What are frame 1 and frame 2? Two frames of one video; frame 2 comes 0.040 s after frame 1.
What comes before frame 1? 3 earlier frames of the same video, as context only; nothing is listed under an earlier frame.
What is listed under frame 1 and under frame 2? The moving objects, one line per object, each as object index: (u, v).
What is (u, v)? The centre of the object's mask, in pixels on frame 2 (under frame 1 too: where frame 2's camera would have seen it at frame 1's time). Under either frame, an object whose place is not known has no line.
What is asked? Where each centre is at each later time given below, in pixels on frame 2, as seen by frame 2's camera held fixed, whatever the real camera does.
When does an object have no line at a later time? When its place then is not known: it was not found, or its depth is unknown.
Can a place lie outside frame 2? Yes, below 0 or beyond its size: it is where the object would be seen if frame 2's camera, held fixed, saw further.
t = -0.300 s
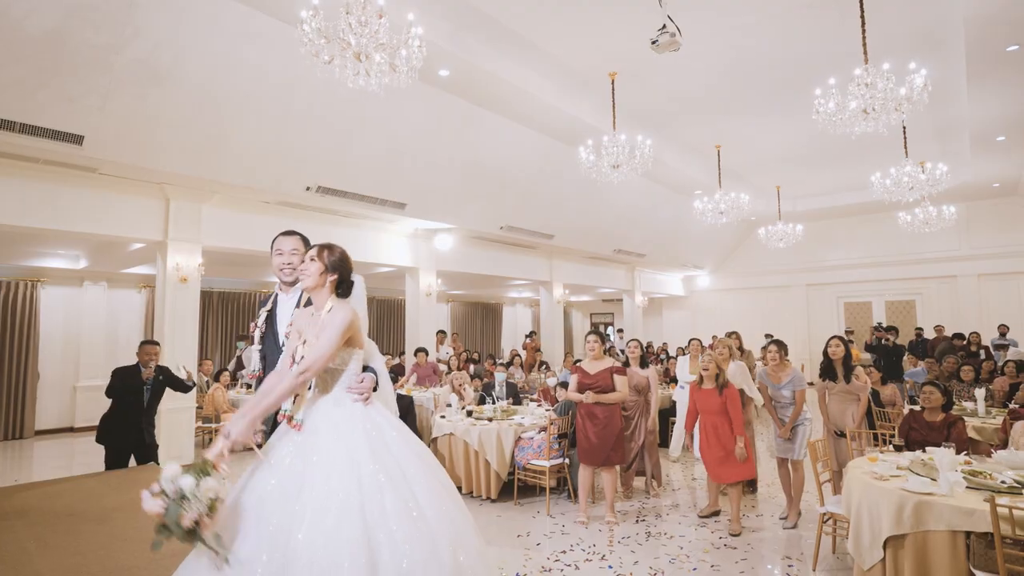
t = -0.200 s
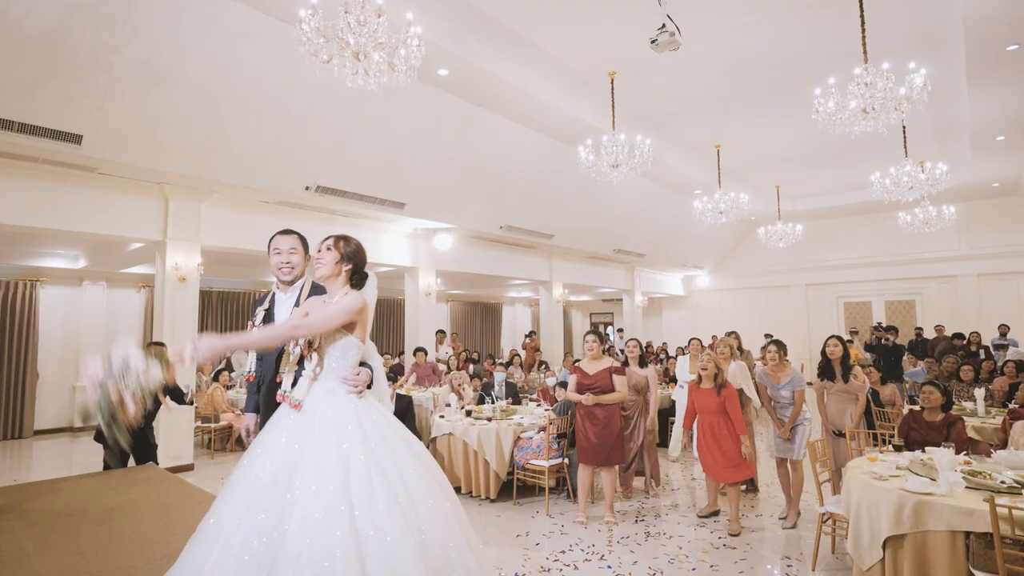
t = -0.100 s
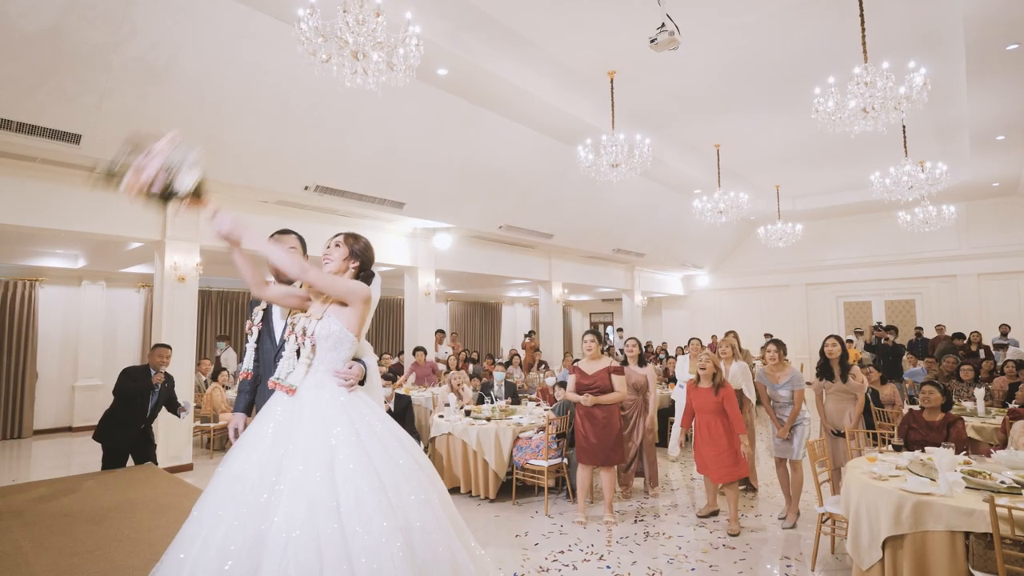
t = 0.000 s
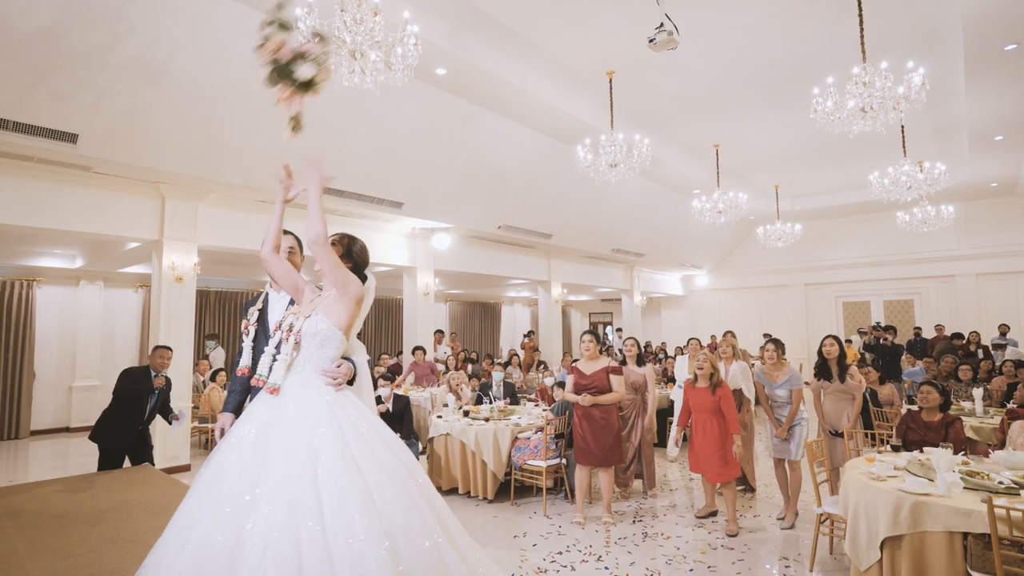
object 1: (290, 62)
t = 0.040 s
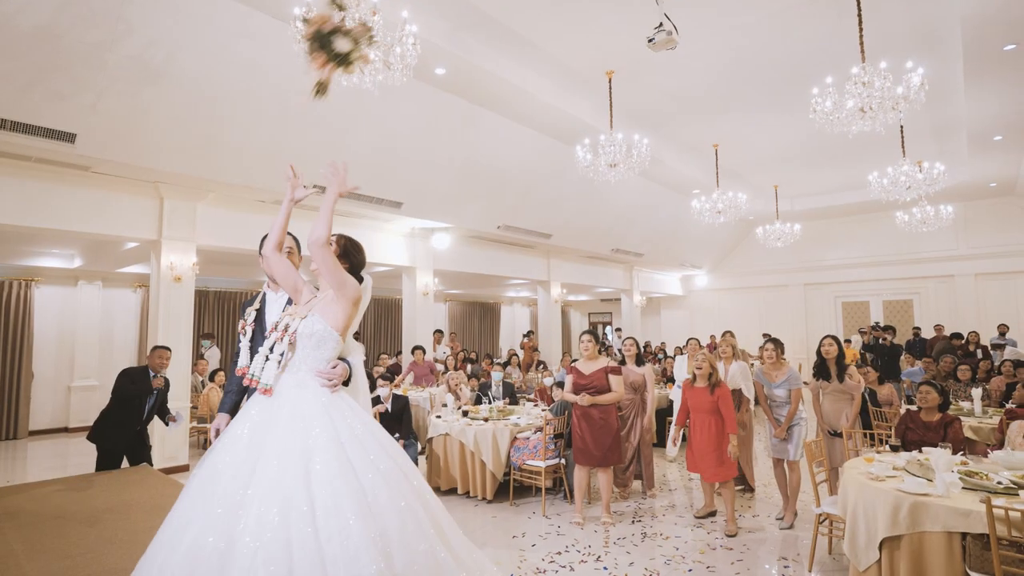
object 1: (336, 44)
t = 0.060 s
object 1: (356, 36)
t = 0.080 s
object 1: (373, 29)
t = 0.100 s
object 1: (388, 25)
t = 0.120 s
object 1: (407, 22)
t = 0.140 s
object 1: (423, 19)
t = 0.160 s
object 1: (438, 18)
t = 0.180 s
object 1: (454, 17)
